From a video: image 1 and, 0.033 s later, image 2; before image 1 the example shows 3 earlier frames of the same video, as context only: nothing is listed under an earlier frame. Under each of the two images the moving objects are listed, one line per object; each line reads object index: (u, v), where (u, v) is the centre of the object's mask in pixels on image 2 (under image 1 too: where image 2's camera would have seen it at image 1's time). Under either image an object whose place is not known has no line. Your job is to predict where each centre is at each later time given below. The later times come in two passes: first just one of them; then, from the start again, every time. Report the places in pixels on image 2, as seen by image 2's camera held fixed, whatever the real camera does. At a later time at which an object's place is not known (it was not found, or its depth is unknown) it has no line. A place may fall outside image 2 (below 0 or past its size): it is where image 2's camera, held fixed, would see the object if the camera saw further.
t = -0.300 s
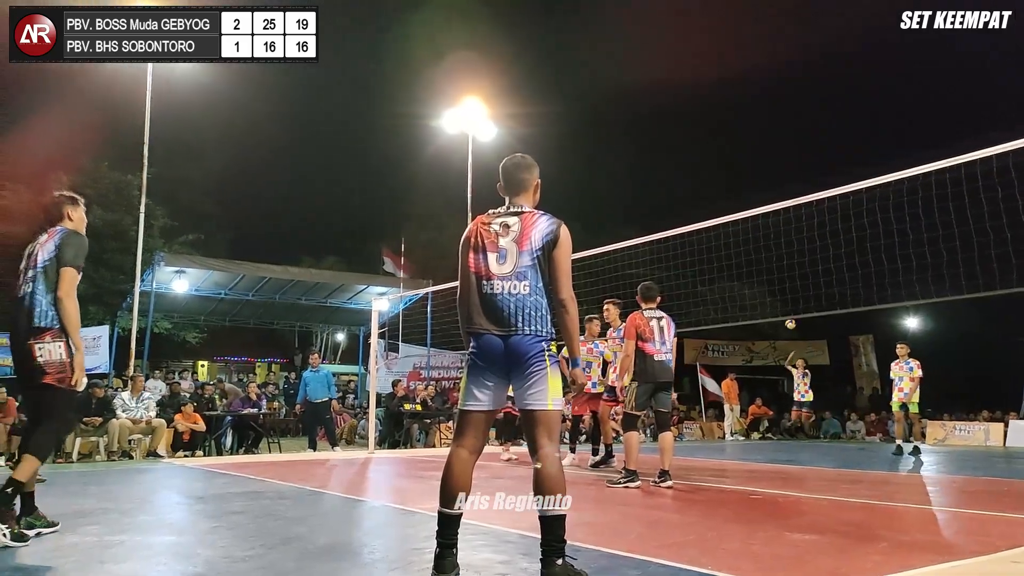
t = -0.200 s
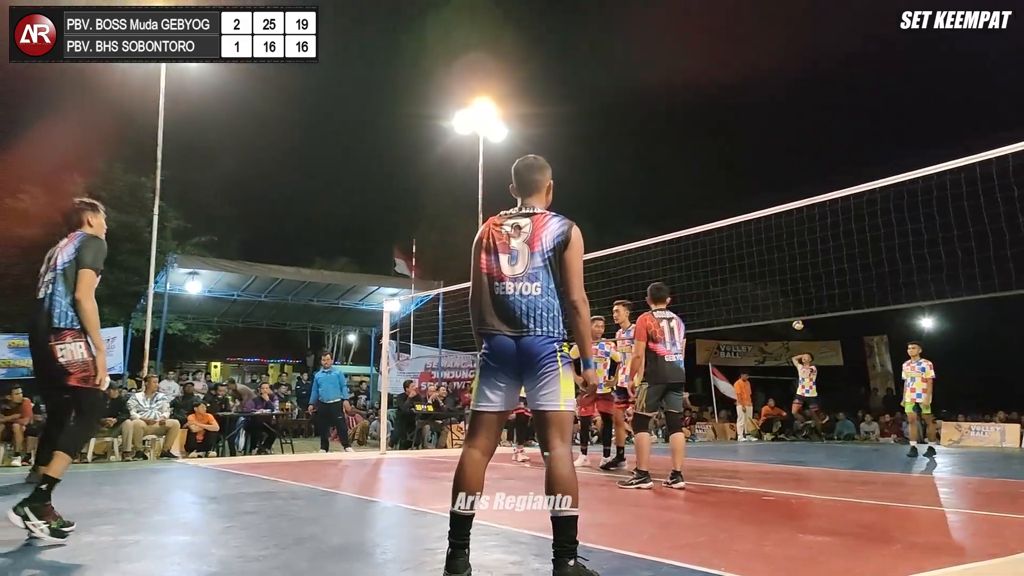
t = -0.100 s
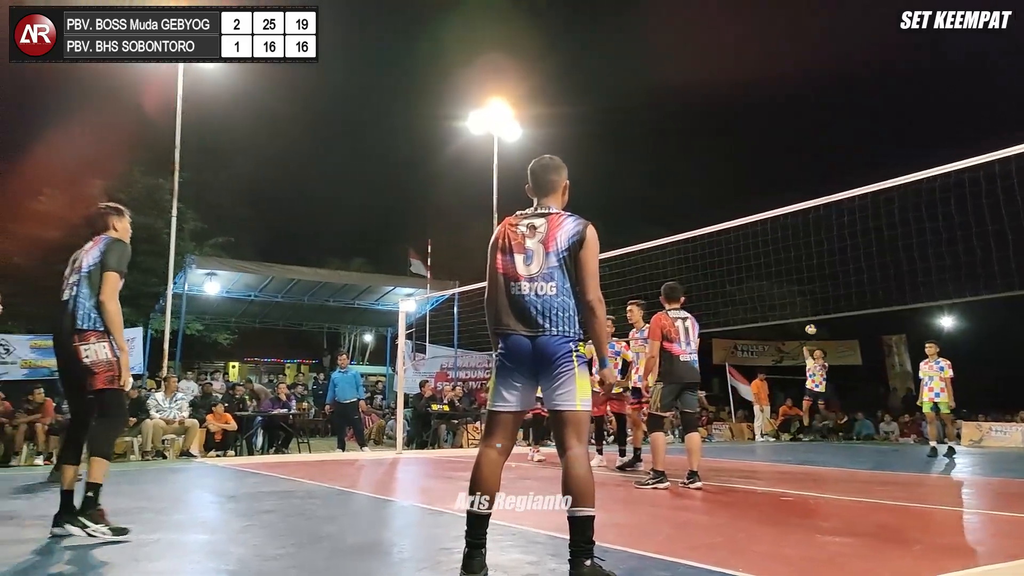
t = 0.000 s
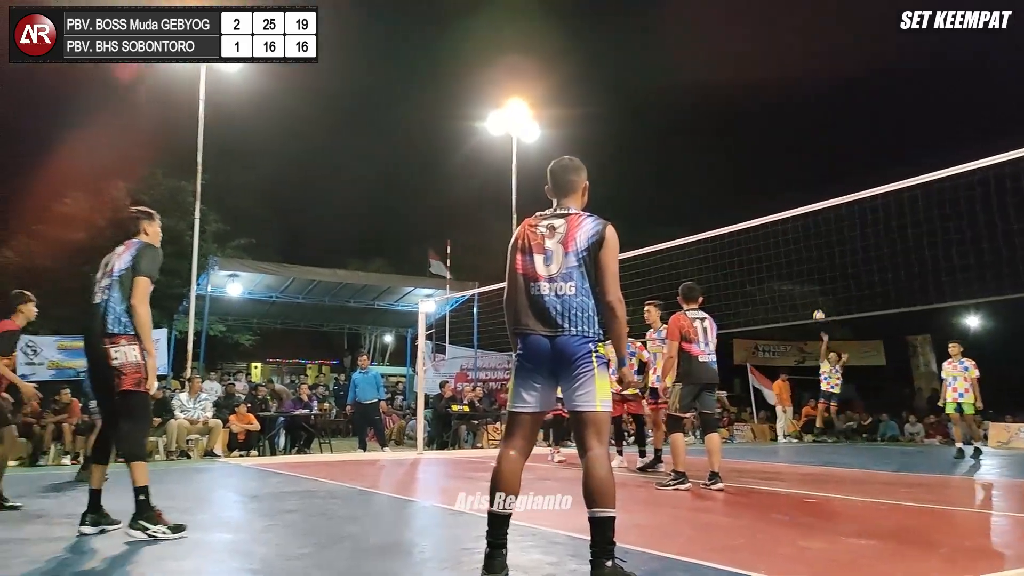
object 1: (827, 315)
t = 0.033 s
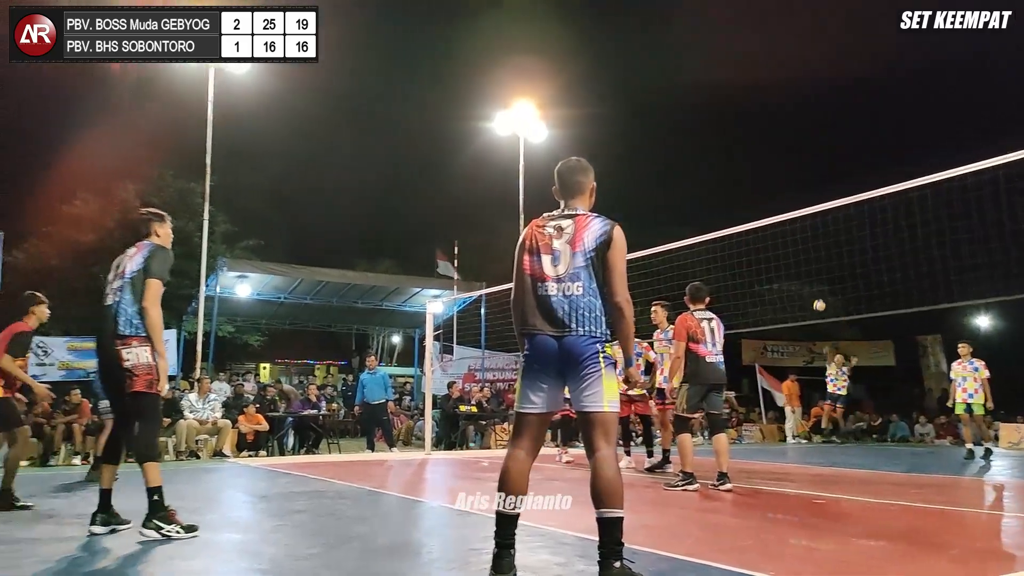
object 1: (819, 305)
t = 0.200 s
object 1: (774, 255)
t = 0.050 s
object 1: (815, 300)
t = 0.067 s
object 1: (811, 295)
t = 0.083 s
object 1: (807, 290)
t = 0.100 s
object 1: (803, 284)
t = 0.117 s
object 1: (798, 279)
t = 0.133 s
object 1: (794, 274)
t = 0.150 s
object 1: (789, 269)
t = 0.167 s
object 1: (784, 264)
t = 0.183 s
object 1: (779, 260)
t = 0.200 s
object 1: (774, 255)
